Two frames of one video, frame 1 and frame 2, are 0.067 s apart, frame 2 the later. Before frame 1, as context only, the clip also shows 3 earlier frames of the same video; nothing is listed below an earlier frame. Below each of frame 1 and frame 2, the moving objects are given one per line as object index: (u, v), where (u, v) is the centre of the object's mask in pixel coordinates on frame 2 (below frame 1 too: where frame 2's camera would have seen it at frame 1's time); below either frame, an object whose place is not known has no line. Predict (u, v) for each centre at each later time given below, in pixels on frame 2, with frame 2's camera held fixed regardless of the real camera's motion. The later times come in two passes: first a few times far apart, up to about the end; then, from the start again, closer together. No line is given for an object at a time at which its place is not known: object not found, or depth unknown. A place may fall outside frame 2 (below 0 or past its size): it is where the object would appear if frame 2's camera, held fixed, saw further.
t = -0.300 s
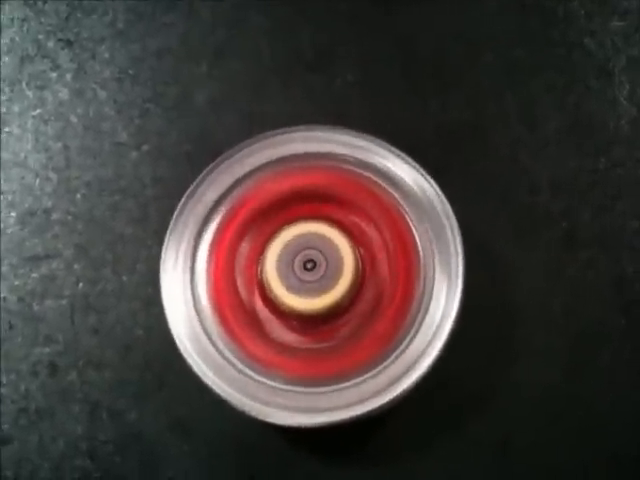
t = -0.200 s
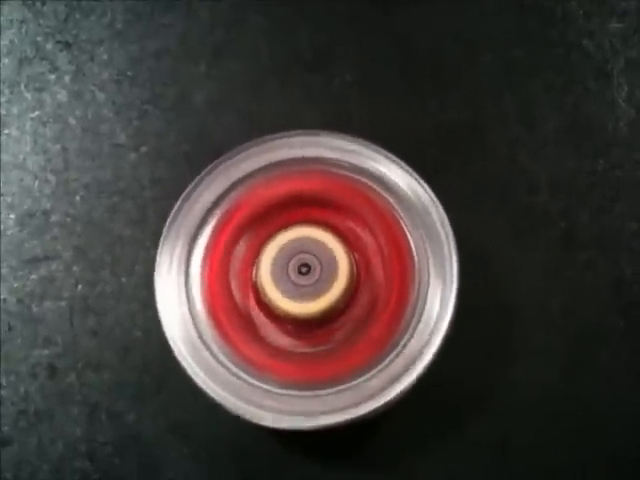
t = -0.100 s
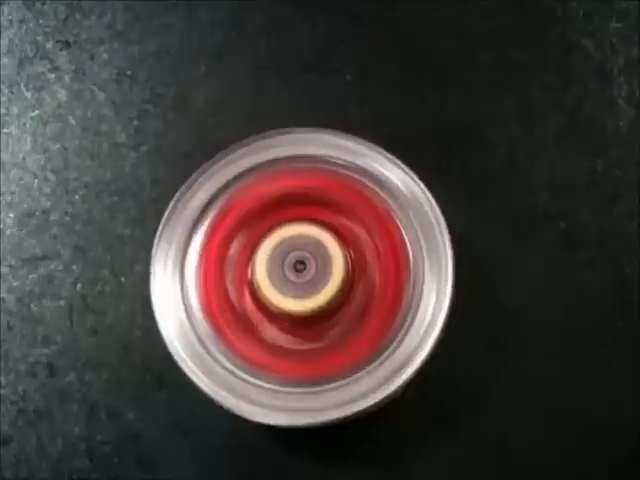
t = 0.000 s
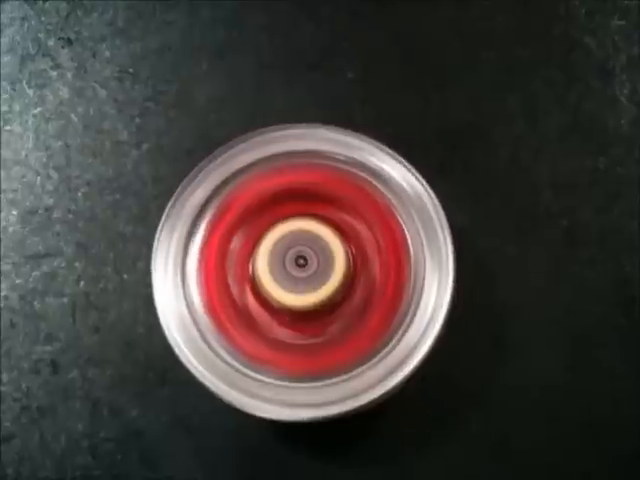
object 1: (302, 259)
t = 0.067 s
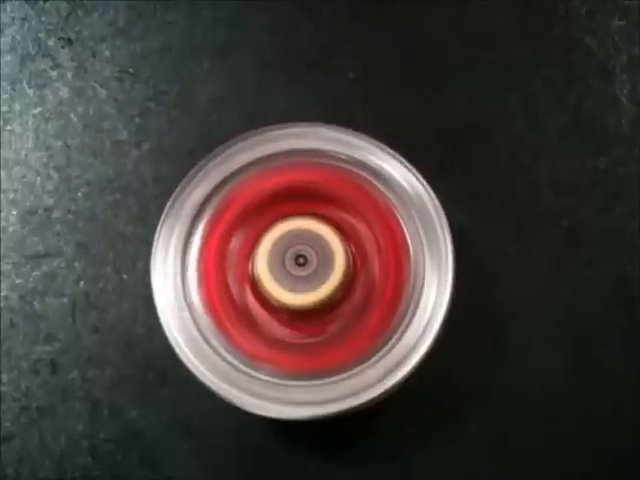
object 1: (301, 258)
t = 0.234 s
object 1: (301, 252)
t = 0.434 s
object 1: (301, 247)
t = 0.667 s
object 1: (304, 241)
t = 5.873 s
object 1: (311, 237)
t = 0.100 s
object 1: (302, 255)
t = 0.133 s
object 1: (301, 256)
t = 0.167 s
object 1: (301, 255)
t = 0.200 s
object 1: (300, 253)
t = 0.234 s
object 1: (301, 252)
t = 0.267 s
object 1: (300, 252)
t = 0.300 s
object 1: (299, 251)
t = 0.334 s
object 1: (300, 249)
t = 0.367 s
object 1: (301, 248)
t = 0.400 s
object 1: (301, 247)
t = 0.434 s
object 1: (301, 247)
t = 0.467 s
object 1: (301, 246)
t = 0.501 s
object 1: (301, 245)
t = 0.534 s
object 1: (301, 245)
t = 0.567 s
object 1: (301, 244)
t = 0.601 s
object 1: (303, 242)
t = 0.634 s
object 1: (304, 241)
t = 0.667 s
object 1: (304, 241)
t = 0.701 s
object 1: (304, 239)
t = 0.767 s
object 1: (307, 237)
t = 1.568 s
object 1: (314, 248)
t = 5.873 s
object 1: (311, 237)
